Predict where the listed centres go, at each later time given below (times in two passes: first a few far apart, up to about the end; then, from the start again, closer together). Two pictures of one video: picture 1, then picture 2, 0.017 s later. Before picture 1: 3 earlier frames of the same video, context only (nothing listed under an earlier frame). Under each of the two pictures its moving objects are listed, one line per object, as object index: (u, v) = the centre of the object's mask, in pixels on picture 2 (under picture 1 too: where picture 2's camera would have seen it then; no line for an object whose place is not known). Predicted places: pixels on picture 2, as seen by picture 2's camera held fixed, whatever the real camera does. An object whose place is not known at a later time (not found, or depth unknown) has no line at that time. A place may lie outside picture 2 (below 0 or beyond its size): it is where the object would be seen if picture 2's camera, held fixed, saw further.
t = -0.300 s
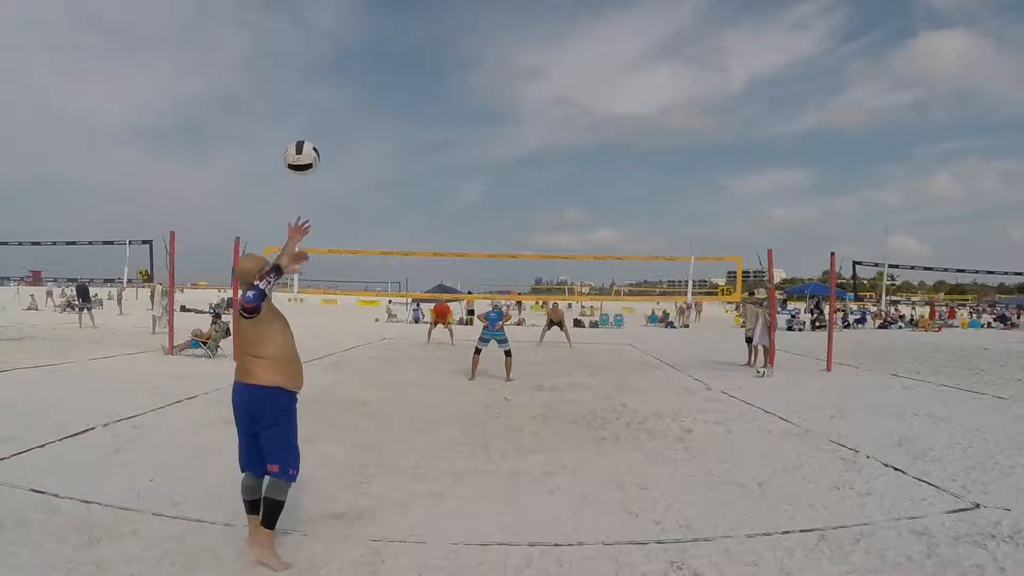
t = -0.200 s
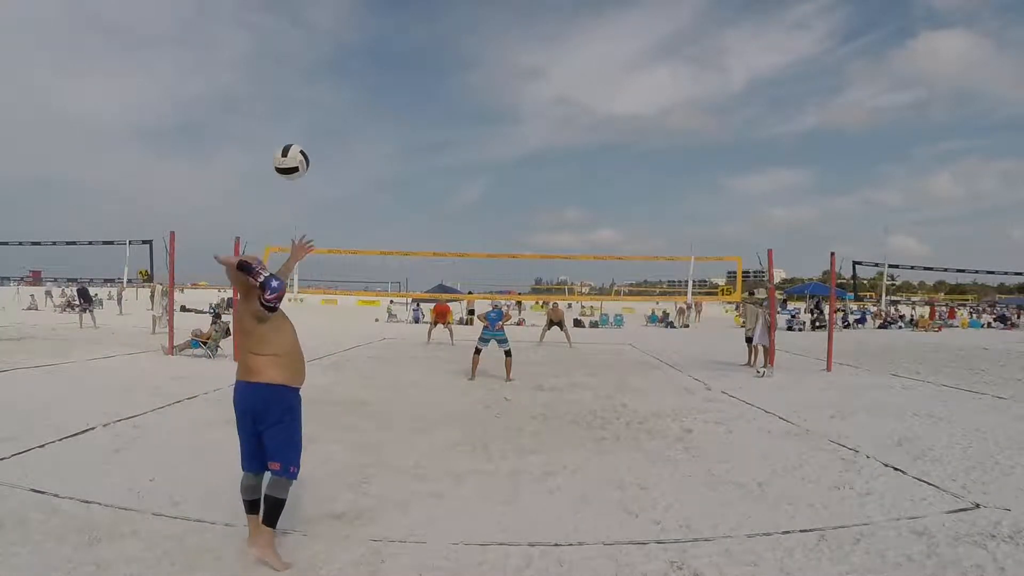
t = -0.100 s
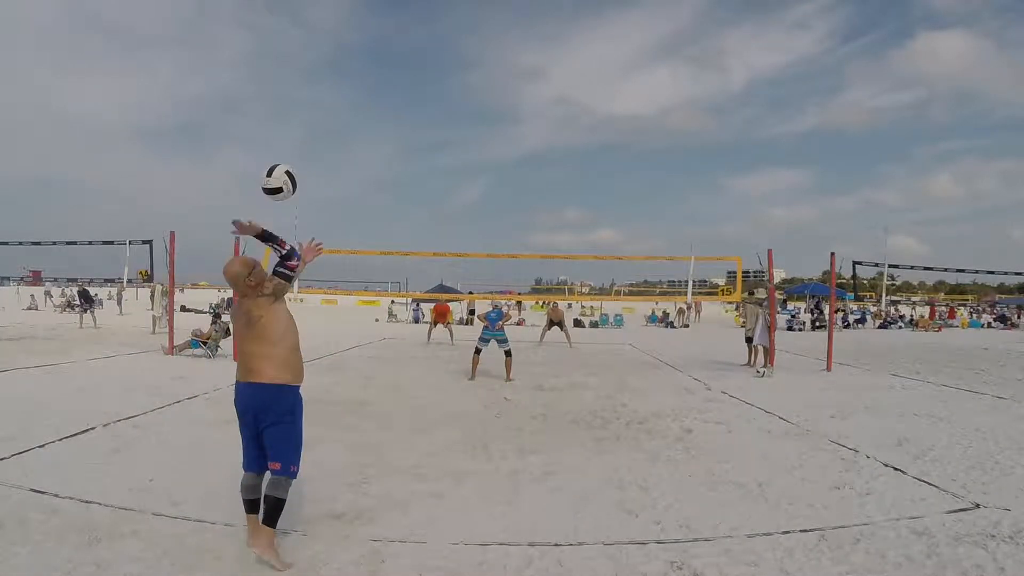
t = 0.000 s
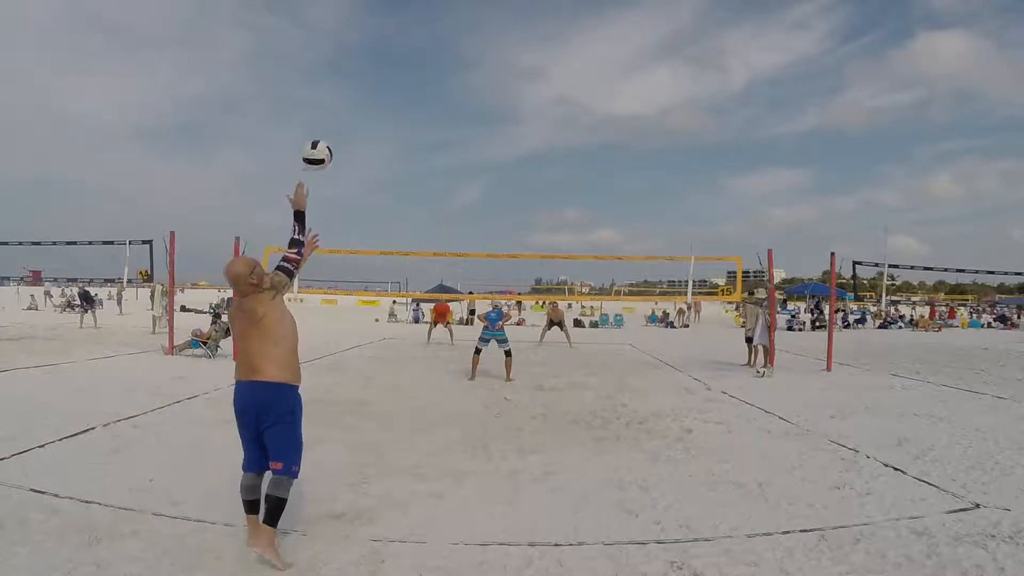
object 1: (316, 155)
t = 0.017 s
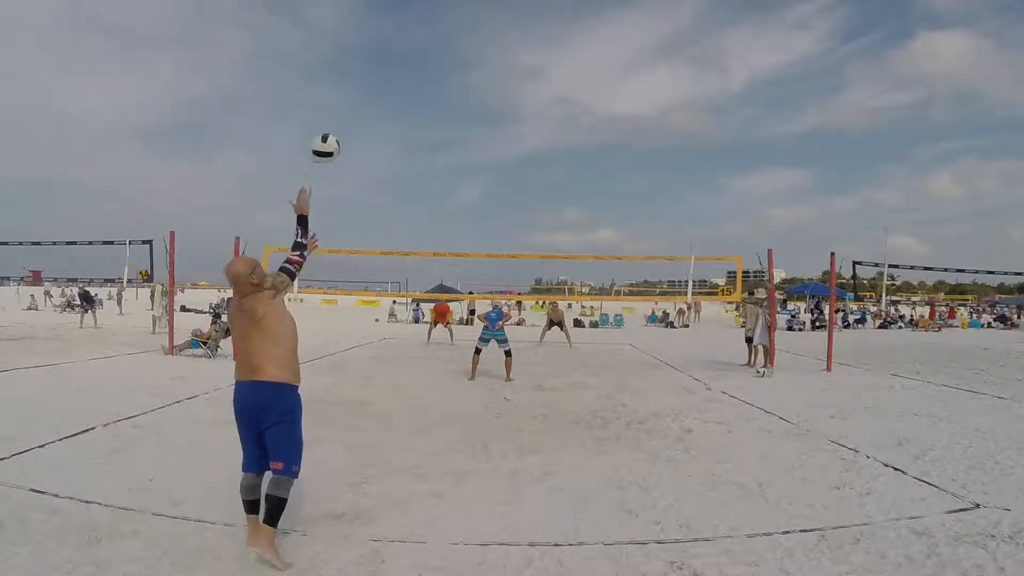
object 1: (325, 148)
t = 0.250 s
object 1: (397, 113)
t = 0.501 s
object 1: (431, 133)
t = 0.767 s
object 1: (452, 182)
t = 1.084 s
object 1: (467, 258)
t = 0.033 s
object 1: (334, 142)
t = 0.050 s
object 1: (340, 137)
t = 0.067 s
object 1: (346, 132)
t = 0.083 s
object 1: (352, 128)
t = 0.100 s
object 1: (357, 125)
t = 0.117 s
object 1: (363, 122)
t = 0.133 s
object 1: (368, 120)
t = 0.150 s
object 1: (373, 118)
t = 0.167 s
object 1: (378, 116)
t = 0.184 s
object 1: (382, 115)
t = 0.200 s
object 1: (387, 114)
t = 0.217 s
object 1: (391, 113)
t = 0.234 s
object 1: (394, 113)
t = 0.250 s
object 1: (397, 113)
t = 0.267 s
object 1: (400, 114)
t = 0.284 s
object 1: (403, 114)
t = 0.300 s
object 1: (406, 114)
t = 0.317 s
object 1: (409, 115)
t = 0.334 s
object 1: (411, 116)
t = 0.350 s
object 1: (414, 117)
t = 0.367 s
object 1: (416, 118)
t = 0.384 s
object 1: (418, 119)
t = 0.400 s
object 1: (420, 120)
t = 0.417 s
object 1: (422, 123)
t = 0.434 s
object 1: (424, 124)
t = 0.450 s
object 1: (426, 126)
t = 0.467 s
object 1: (428, 129)
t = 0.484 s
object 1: (429, 131)
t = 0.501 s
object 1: (431, 133)
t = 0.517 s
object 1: (433, 136)
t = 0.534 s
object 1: (434, 138)
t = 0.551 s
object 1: (435, 141)
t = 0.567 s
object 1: (437, 143)
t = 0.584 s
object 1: (439, 146)
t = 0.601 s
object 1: (440, 149)
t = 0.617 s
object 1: (442, 151)
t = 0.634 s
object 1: (443, 154)
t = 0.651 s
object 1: (444, 158)
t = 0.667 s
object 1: (445, 161)
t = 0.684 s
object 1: (446, 164)
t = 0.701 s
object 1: (448, 168)
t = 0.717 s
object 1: (449, 170)
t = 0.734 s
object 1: (450, 175)
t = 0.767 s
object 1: (452, 182)
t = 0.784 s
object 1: (453, 186)
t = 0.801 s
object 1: (454, 189)
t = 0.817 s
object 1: (454, 193)
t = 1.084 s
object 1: (467, 258)
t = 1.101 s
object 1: (465, 260)
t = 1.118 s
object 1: (466, 264)
